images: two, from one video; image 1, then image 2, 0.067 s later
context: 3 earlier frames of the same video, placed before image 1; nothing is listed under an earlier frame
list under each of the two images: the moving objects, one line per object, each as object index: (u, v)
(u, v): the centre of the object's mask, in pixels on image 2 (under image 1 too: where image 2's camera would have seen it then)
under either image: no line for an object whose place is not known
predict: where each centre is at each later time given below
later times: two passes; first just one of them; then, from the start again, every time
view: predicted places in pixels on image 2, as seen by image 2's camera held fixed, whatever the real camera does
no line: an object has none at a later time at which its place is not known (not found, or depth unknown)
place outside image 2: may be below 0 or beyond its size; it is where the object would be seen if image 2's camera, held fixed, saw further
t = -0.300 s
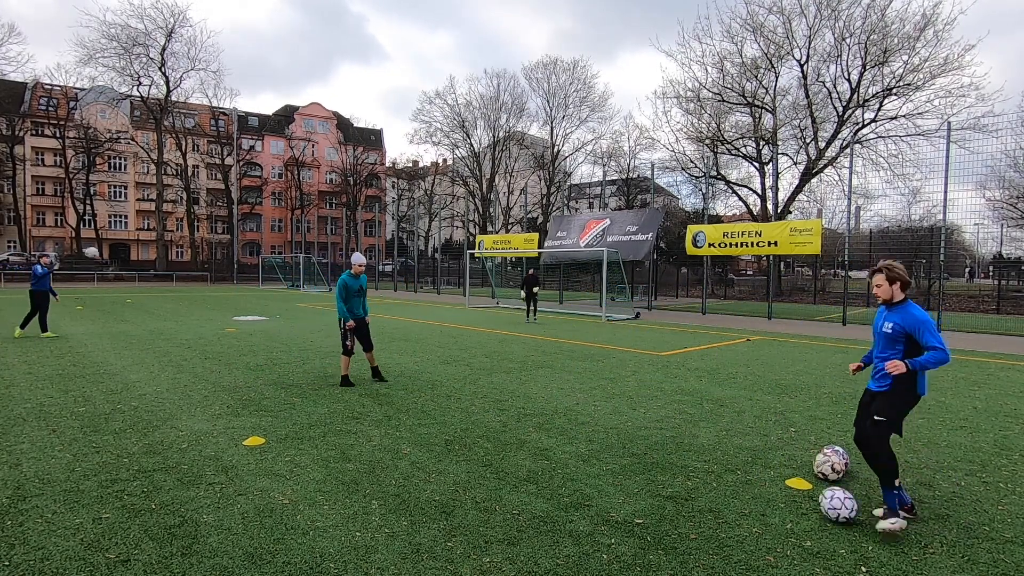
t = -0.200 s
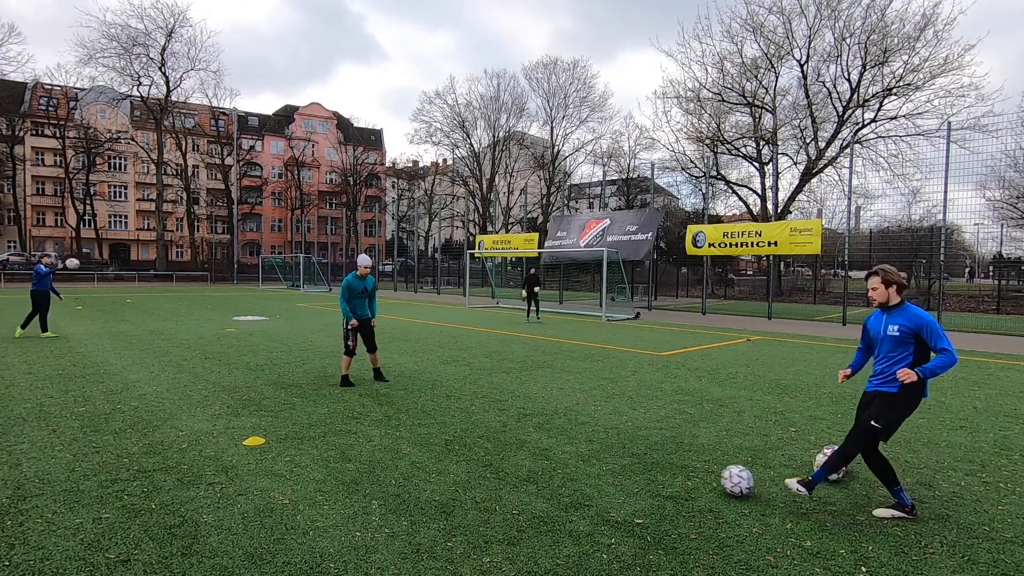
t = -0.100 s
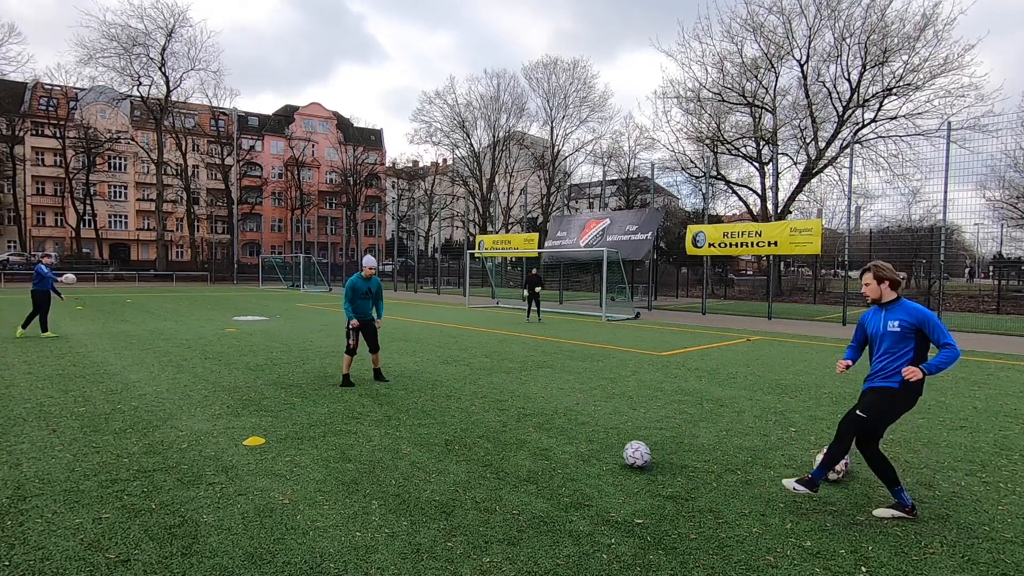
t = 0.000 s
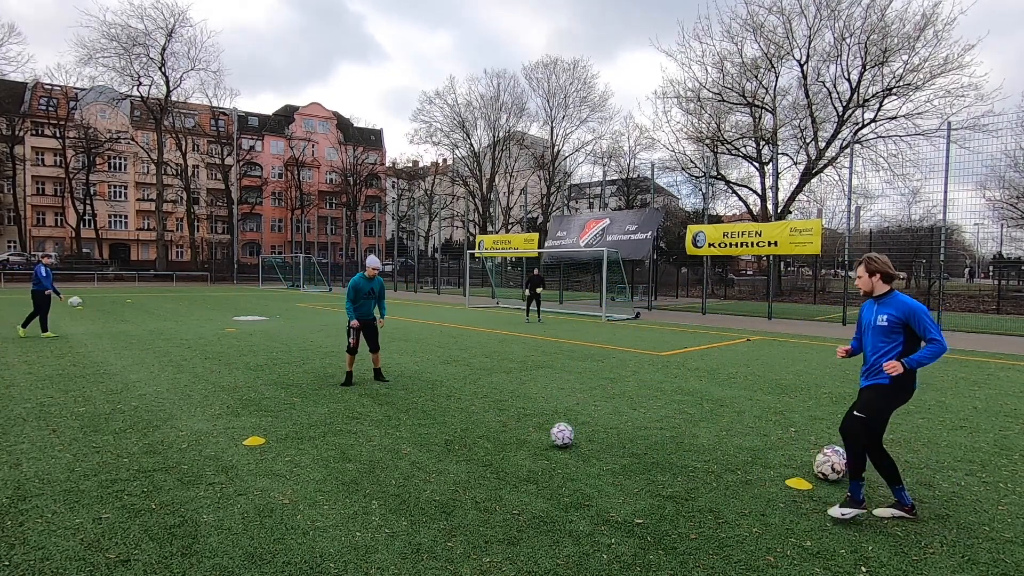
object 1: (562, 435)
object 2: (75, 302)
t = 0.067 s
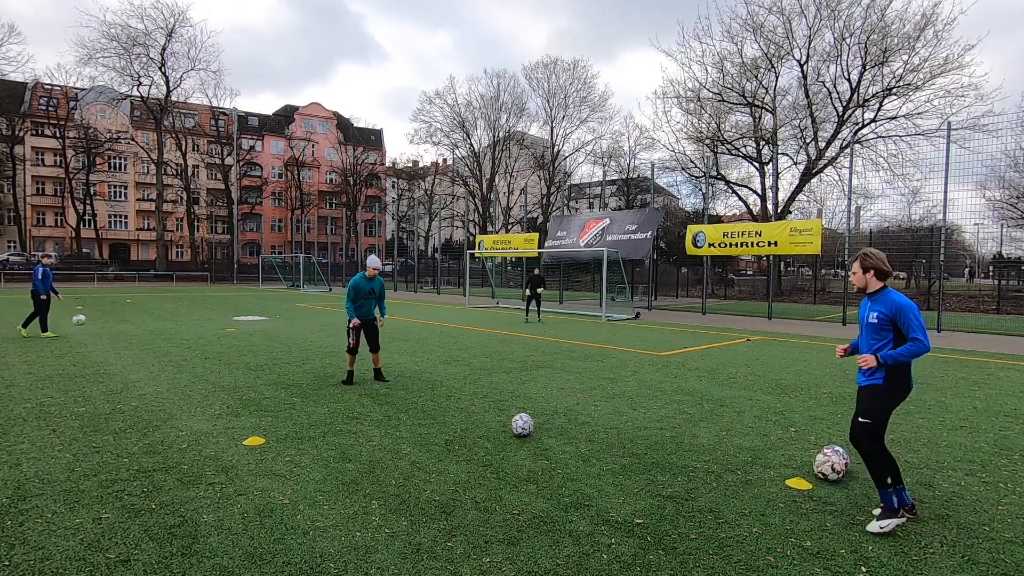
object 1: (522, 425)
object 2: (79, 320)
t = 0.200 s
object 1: (459, 409)
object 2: (84, 323)
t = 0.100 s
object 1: (505, 420)
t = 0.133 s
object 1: (489, 416)
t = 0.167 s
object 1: (474, 412)
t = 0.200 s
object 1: (459, 409)
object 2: (84, 323)
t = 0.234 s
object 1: (446, 406)
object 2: (84, 317)
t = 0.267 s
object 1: (434, 402)
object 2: (84, 313)
